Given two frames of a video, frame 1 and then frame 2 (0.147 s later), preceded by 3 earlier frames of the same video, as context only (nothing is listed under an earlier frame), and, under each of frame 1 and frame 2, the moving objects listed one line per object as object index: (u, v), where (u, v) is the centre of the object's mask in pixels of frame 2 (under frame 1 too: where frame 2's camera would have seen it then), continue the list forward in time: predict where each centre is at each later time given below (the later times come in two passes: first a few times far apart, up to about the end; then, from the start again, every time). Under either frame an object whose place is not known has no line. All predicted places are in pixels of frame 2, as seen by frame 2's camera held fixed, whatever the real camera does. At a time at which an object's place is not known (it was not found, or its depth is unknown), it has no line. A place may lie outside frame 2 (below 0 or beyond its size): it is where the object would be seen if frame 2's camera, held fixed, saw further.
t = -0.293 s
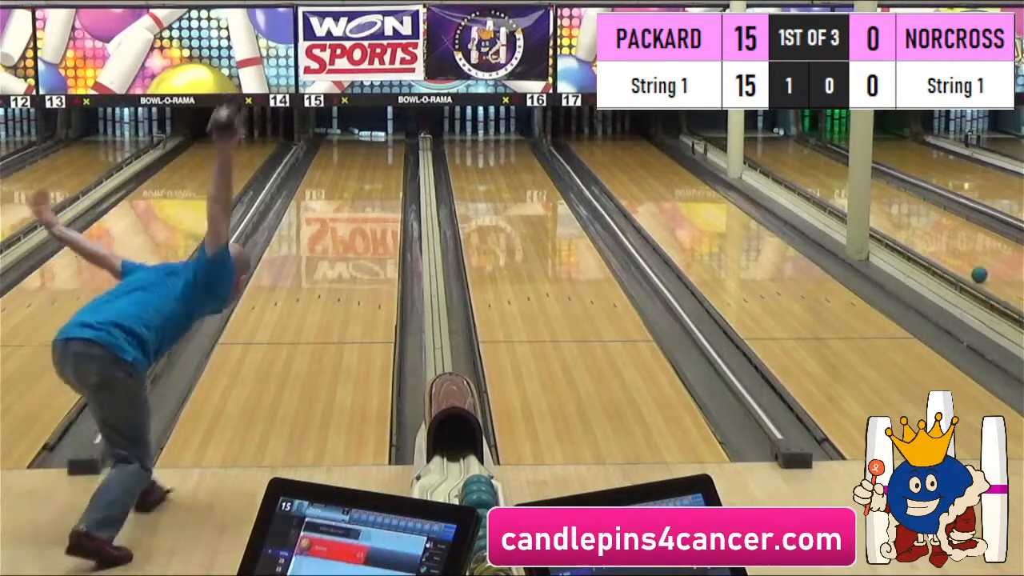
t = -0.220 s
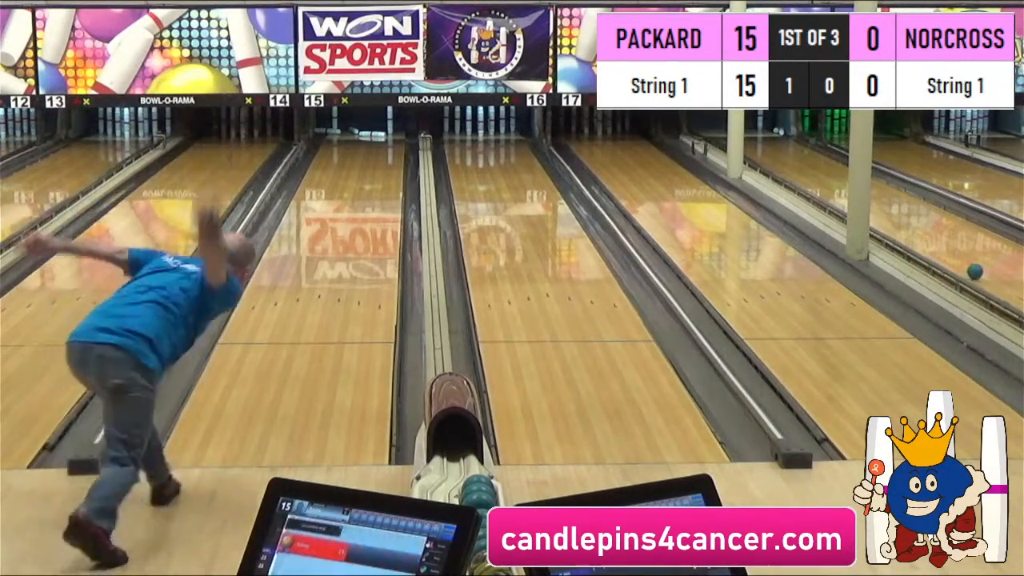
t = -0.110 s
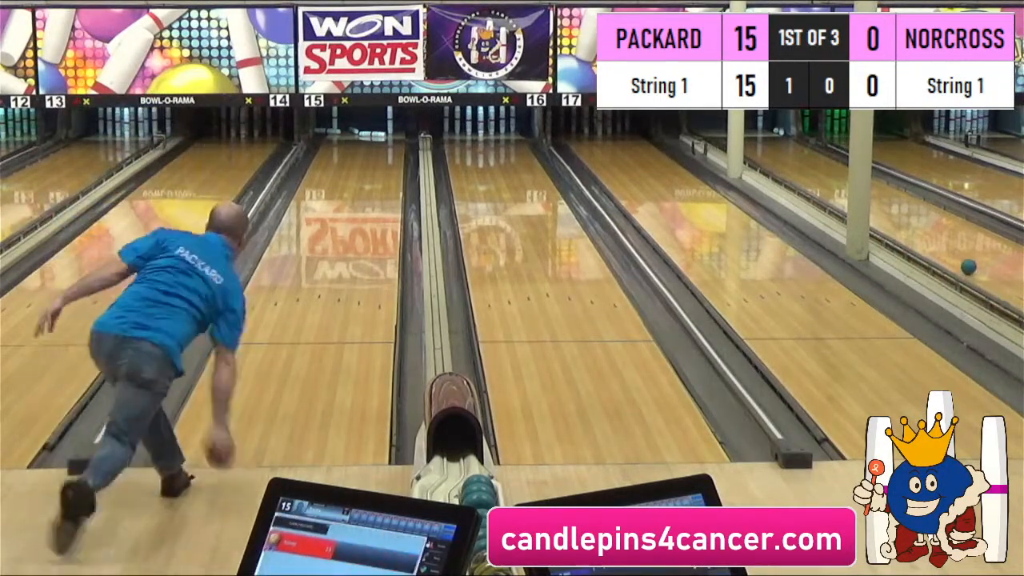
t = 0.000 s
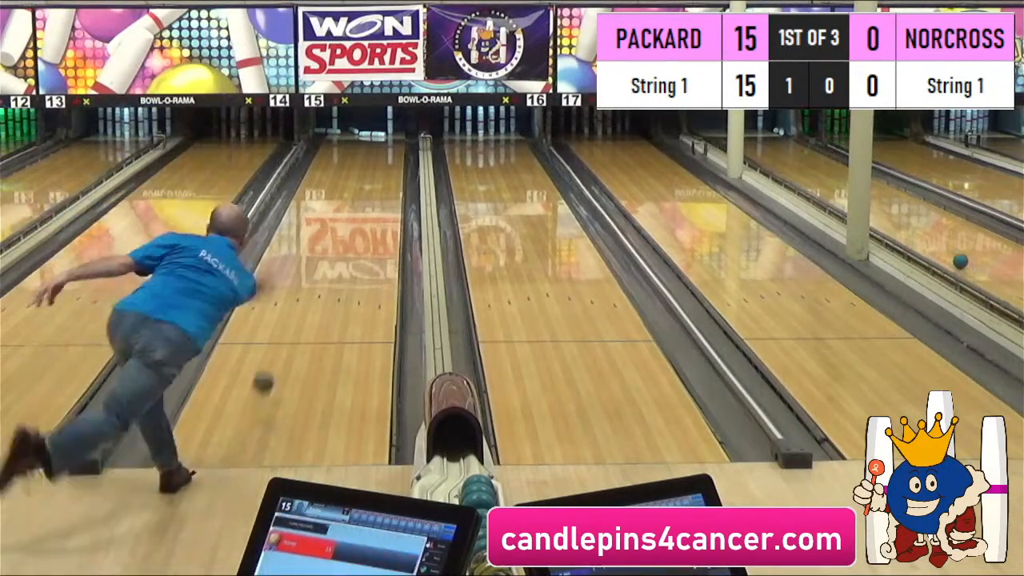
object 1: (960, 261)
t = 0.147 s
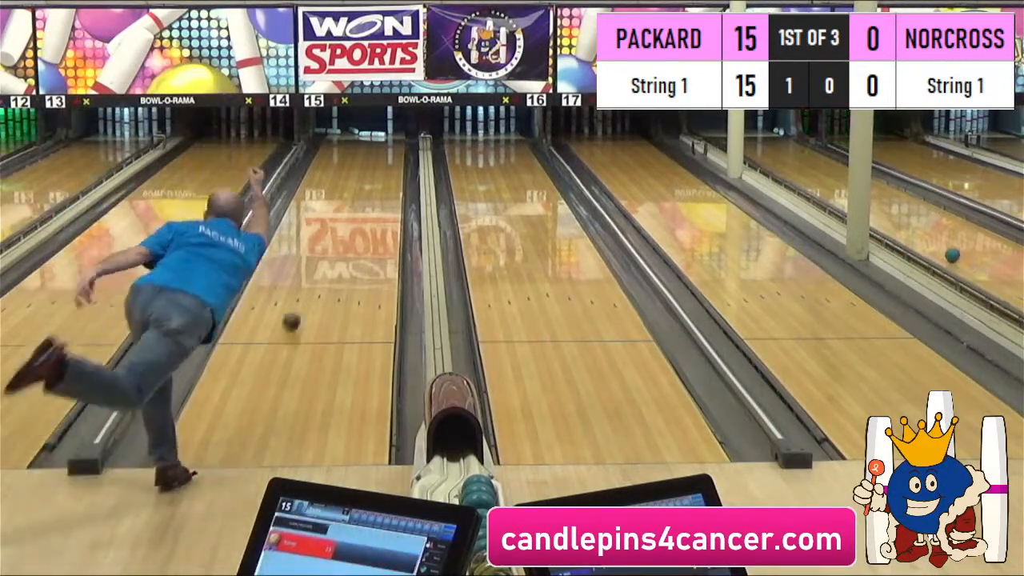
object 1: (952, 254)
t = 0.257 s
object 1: (947, 251)
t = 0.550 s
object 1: (931, 239)
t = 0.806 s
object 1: (917, 230)
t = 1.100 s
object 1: (905, 221)
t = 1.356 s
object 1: (894, 213)
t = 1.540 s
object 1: (888, 208)
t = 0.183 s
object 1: (950, 253)
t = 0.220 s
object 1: (948, 252)
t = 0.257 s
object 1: (947, 251)
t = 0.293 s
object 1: (945, 250)
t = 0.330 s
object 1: (943, 248)
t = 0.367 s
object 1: (941, 247)
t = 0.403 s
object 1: (937, 244)
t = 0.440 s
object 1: (936, 243)
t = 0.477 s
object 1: (934, 242)
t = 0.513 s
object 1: (932, 240)
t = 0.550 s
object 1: (931, 239)
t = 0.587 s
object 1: (929, 238)
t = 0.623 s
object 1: (927, 237)
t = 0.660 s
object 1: (926, 236)
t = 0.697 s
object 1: (924, 235)
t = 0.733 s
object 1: (922, 233)
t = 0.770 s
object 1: (919, 231)
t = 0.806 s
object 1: (917, 230)
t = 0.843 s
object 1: (916, 229)
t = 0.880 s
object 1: (914, 227)
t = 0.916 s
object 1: (913, 226)
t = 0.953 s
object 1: (911, 225)
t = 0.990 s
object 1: (910, 224)
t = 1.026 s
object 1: (908, 223)
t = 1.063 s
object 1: (907, 222)
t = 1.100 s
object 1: (905, 221)
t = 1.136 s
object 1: (904, 220)
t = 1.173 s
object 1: (901, 218)
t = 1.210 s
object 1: (900, 217)
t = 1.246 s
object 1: (899, 216)
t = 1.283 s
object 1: (897, 215)
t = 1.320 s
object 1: (896, 214)
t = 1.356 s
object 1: (894, 213)
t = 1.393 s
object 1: (893, 211)
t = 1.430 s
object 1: (892, 211)
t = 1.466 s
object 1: (890, 210)
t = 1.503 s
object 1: (889, 209)
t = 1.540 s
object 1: (888, 208)
